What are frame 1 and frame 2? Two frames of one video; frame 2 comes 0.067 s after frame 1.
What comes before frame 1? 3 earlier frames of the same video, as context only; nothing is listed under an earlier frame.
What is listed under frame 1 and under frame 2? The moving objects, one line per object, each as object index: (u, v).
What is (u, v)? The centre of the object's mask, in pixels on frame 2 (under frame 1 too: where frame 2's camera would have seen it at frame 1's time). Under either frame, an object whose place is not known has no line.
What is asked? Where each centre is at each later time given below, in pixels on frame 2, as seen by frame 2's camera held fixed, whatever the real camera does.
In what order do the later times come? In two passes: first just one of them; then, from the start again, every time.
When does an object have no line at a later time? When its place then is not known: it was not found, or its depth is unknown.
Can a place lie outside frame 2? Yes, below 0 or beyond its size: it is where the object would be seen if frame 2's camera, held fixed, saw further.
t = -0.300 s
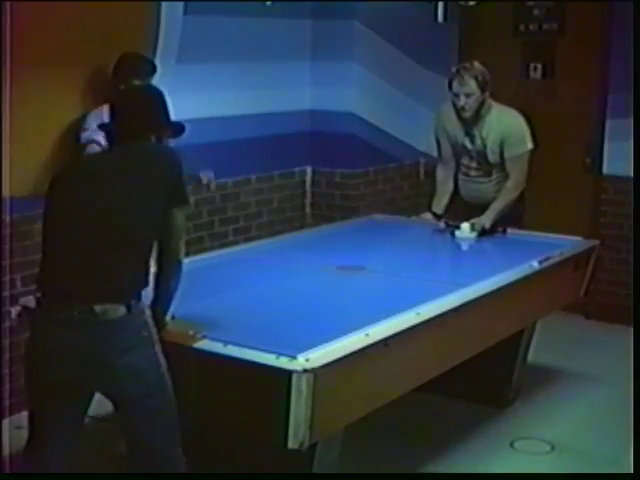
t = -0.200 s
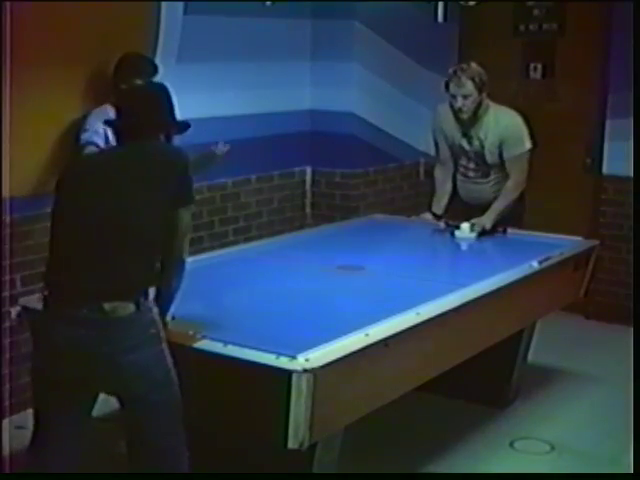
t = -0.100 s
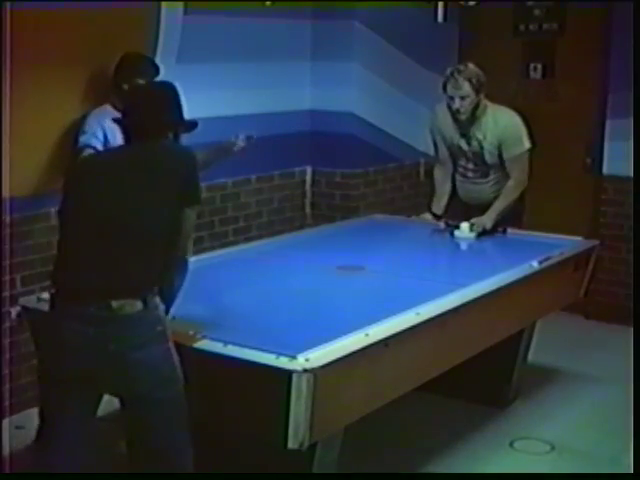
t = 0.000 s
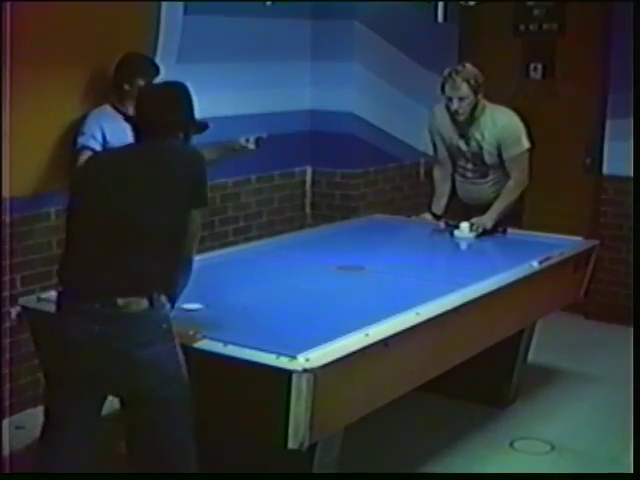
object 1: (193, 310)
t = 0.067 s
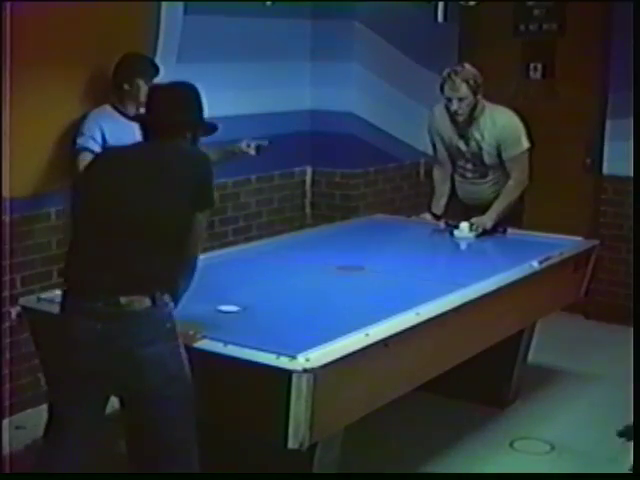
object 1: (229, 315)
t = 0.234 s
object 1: (326, 320)
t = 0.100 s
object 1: (247, 314)
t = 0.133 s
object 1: (271, 316)
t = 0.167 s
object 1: (289, 317)
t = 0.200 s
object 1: (309, 319)
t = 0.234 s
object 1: (326, 320)
